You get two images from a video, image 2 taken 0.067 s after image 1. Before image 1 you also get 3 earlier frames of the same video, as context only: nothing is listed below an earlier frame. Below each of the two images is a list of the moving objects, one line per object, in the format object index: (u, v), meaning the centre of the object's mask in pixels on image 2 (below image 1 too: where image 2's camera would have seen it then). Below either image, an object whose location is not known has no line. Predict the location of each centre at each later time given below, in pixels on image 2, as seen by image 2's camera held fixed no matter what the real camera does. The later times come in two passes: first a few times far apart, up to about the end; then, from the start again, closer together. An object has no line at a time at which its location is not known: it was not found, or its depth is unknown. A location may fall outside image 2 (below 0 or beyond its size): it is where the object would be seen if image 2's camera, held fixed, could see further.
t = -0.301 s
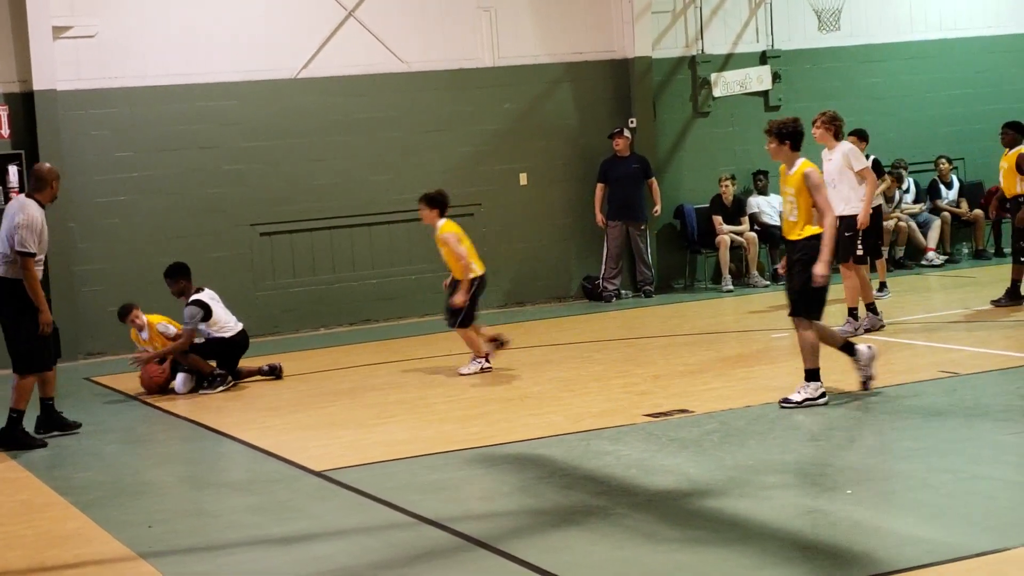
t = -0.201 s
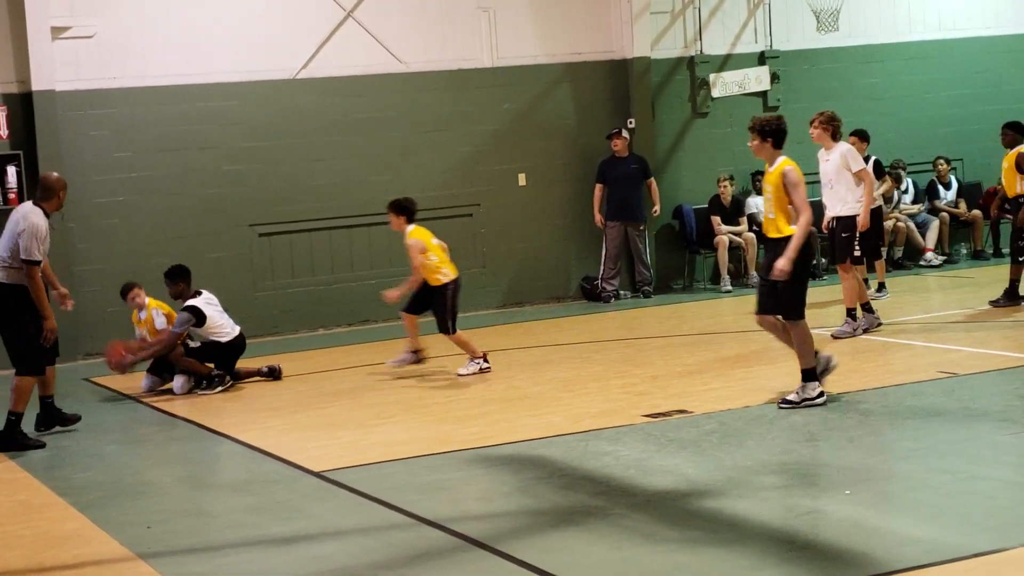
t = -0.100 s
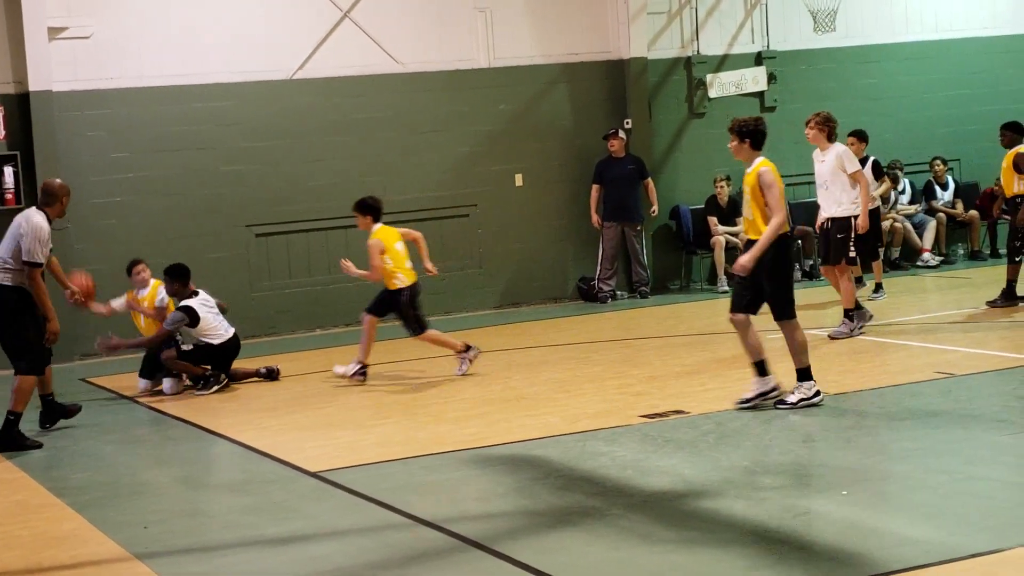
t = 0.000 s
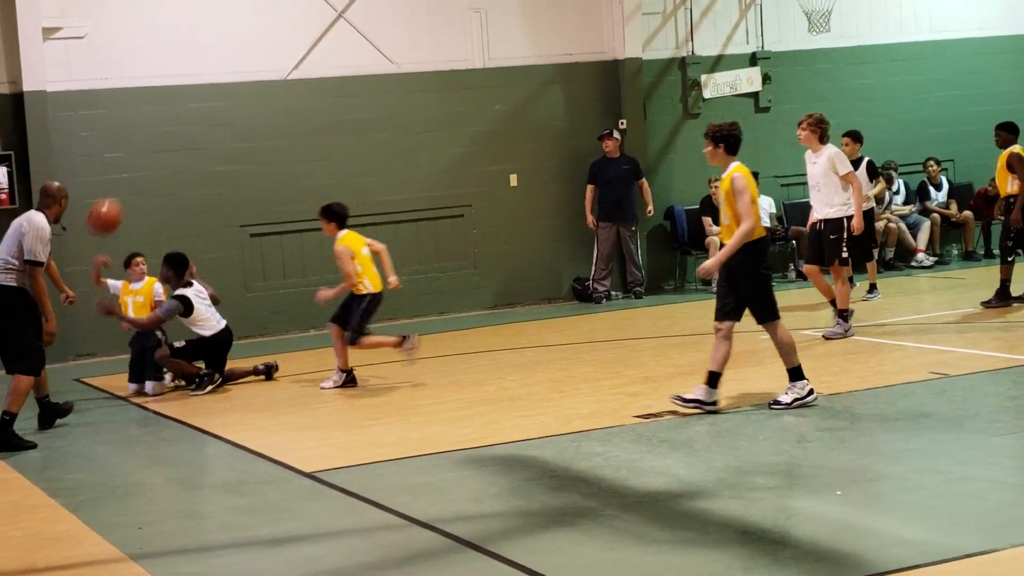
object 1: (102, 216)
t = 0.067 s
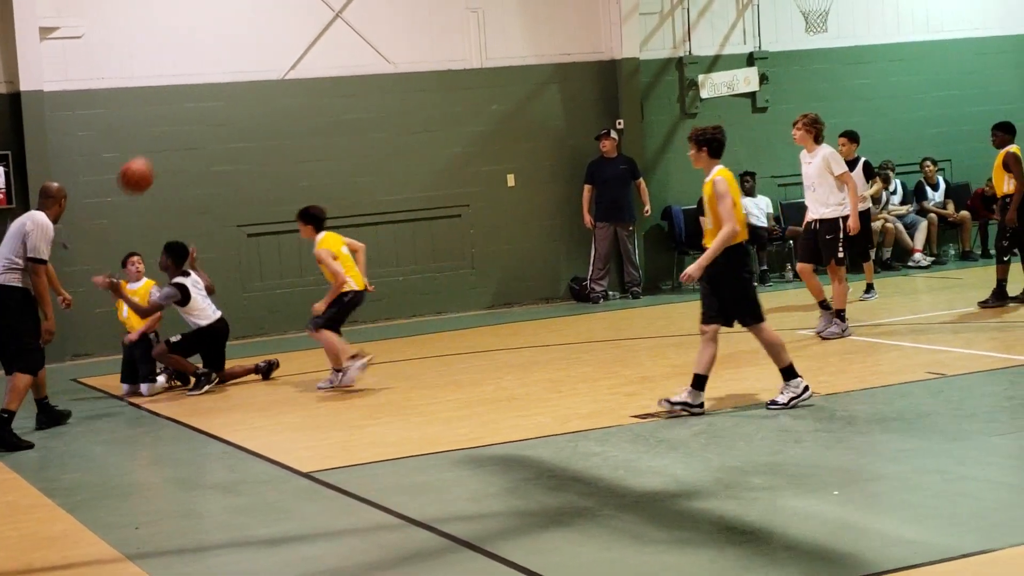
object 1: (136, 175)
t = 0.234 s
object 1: (228, 96)
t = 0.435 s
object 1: (351, 42)
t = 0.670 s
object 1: (512, 48)
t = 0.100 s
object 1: (154, 157)
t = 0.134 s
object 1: (172, 140)
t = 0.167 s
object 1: (191, 124)
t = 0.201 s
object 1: (210, 108)
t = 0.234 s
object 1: (228, 96)
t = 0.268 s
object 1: (248, 84)
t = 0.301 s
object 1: (268, 73)
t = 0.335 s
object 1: (288, 62)
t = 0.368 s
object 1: (309, 54)
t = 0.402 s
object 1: (330, 47)
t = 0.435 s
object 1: (351, 42)
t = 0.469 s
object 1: (372, 38)
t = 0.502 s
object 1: (395, 35)
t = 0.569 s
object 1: (440, 35)
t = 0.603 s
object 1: (463, 37)
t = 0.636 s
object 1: (487, 42)
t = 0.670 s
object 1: (512, 48)
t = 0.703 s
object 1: (537, 55)
